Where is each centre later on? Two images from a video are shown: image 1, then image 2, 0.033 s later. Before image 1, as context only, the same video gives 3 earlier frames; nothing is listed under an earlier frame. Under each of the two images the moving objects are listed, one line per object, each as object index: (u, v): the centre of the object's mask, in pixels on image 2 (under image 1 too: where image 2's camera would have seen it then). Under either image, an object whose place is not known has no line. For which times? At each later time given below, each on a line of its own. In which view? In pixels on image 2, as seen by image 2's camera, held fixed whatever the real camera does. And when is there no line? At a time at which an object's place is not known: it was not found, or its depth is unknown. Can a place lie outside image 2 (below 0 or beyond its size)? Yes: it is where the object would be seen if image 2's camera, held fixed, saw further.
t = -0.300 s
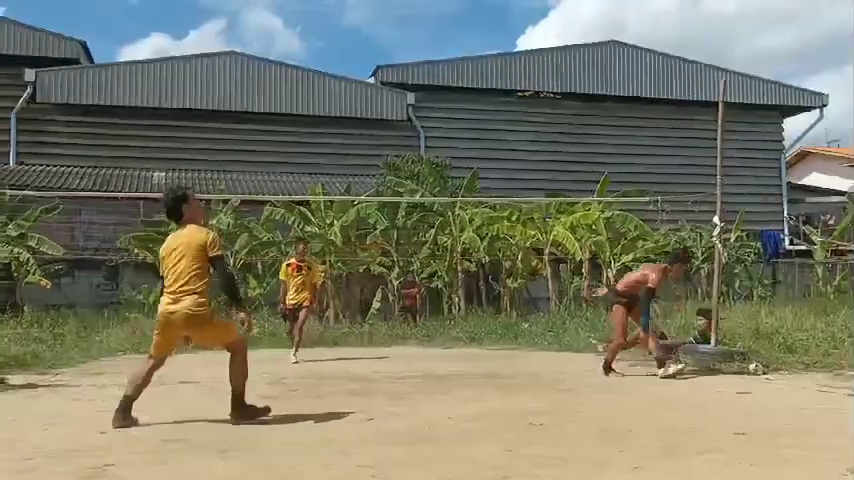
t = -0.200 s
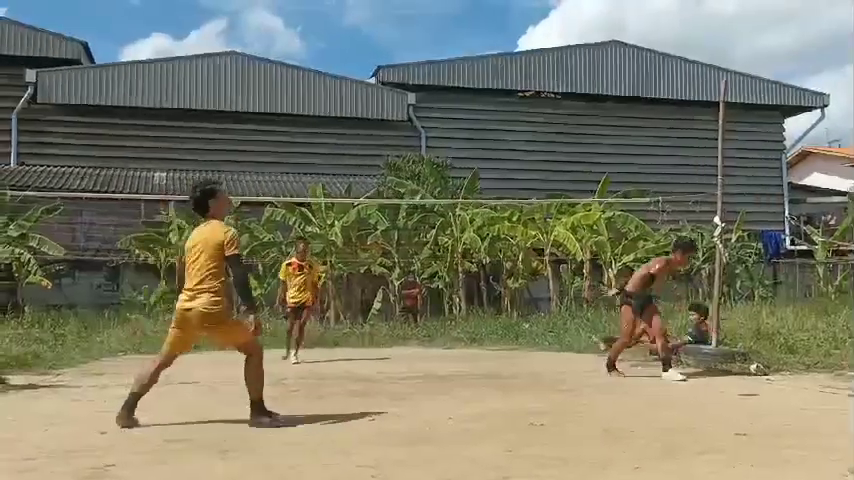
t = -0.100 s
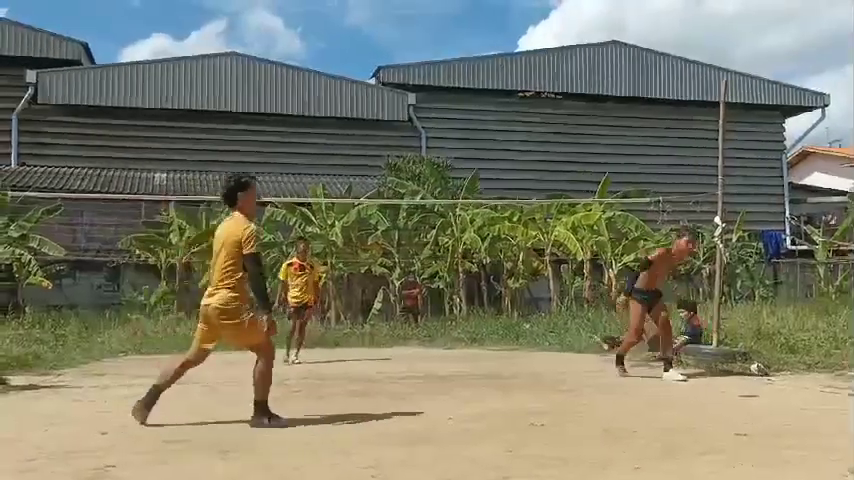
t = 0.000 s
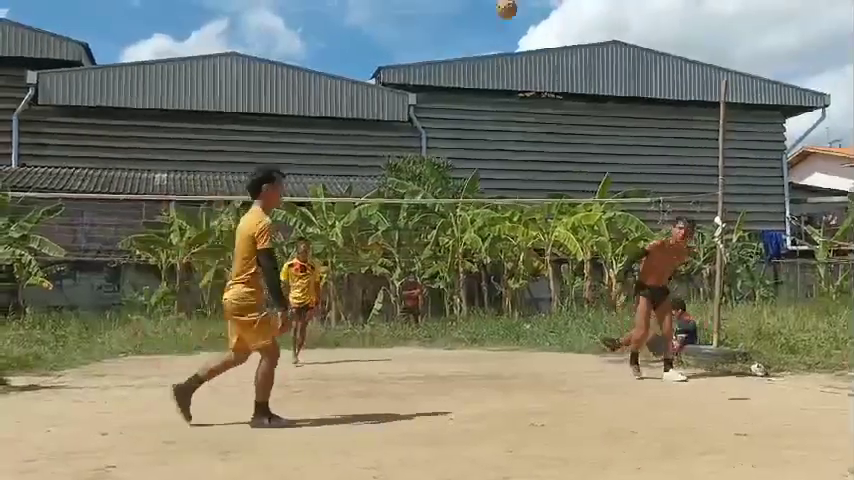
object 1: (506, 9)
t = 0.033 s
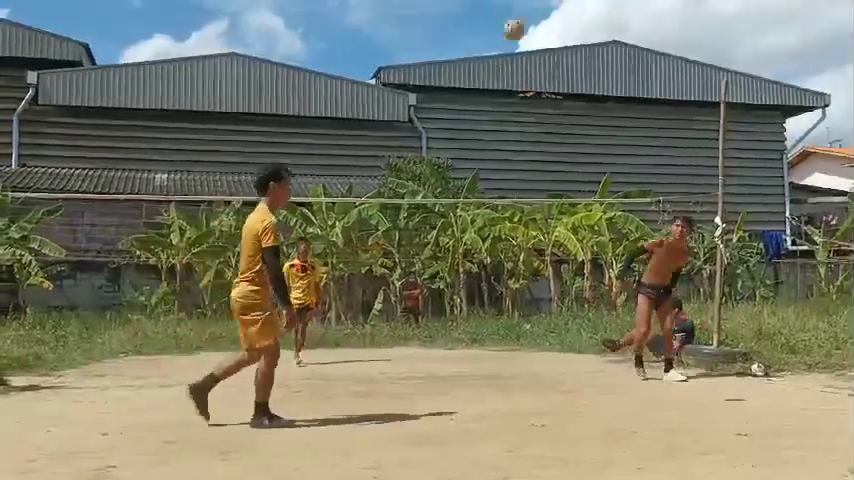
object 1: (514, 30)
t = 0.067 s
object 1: (521, 54)
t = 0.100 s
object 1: (528, 81)
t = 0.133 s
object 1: (535, 105)
